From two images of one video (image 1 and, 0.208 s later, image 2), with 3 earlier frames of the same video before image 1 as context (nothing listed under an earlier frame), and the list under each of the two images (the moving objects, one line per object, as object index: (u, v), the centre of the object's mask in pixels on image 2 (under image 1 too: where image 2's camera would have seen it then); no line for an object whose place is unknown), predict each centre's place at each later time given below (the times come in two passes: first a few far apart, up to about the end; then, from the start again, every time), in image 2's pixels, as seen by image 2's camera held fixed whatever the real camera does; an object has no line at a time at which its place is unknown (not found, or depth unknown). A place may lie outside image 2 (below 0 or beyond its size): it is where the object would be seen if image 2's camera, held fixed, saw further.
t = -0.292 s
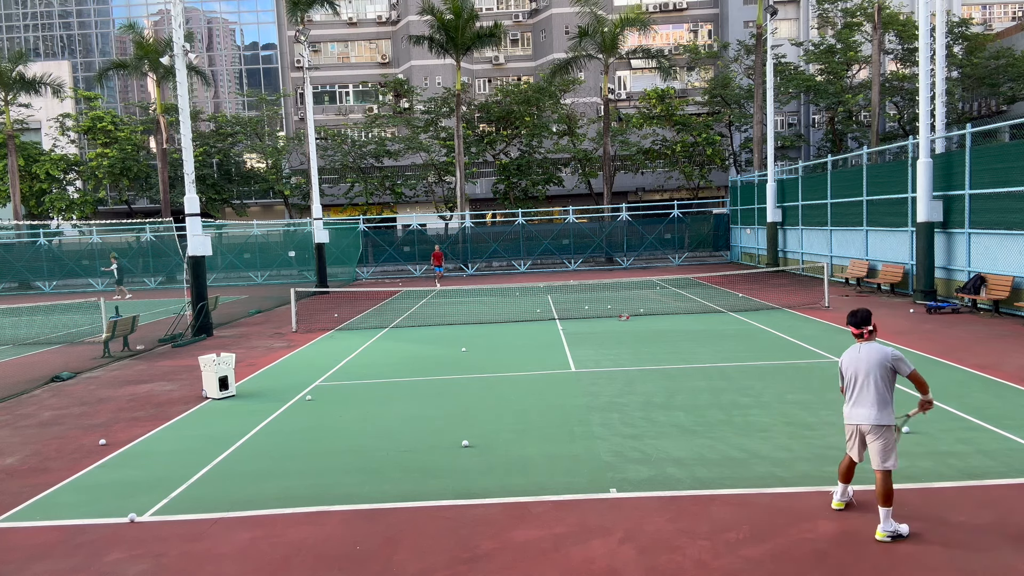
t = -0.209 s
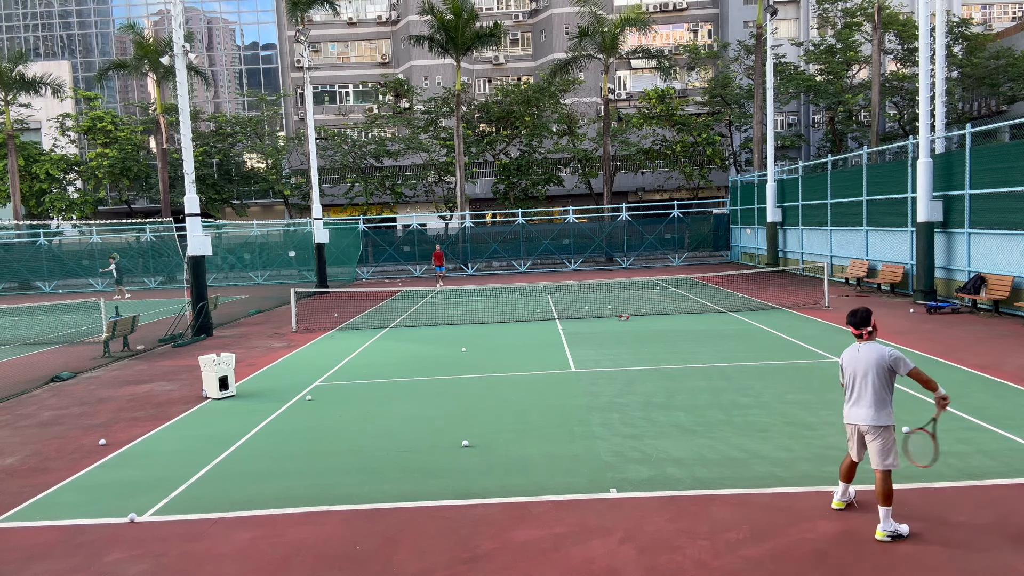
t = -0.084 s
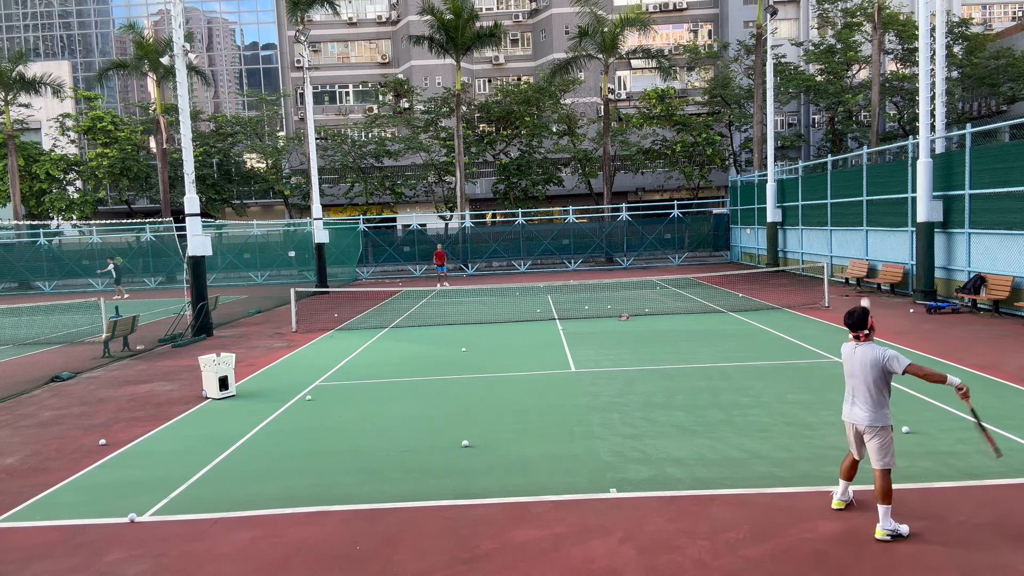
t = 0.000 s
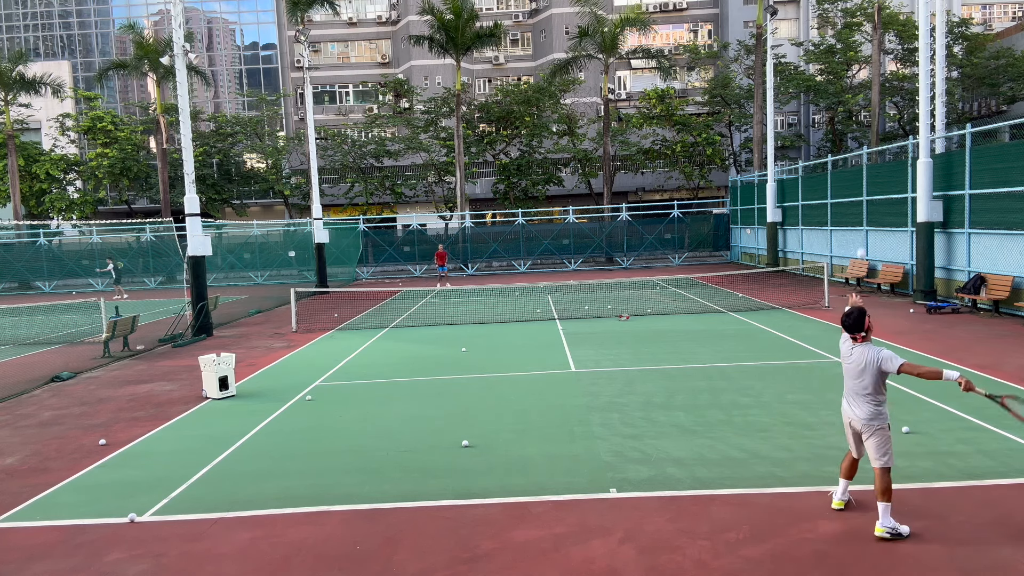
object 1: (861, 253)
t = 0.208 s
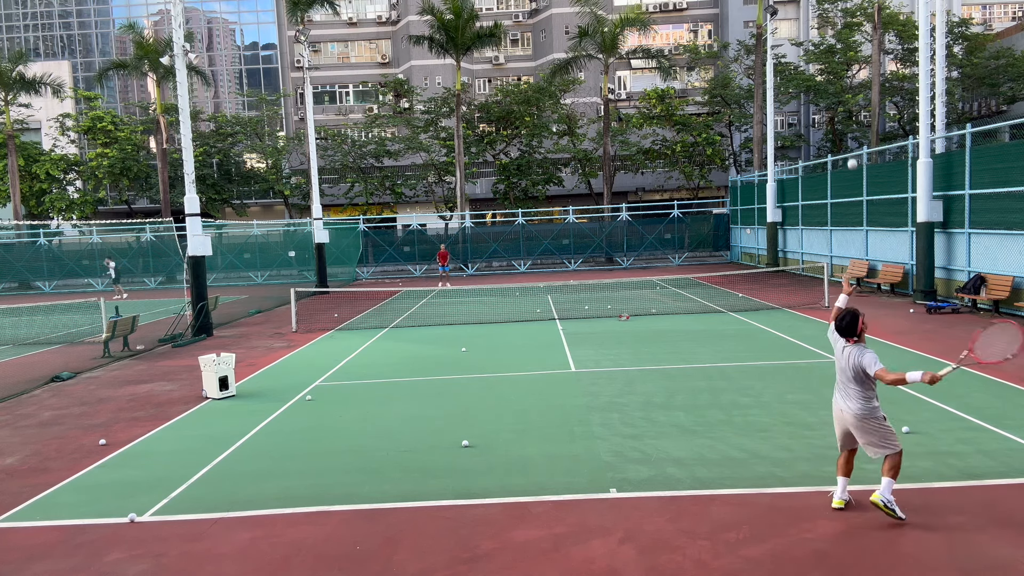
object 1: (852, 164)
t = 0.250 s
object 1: (850, 151)
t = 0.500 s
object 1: (841, 125)
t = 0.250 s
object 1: (850, 151)
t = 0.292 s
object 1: (849, 142)
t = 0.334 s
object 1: (847, 135)
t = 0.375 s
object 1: (844, 128)
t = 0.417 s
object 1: (843, 125)
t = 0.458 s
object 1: (841, 124)
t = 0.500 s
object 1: (841, 125)
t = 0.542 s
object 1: (839, 127)
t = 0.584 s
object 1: (837, 132)
